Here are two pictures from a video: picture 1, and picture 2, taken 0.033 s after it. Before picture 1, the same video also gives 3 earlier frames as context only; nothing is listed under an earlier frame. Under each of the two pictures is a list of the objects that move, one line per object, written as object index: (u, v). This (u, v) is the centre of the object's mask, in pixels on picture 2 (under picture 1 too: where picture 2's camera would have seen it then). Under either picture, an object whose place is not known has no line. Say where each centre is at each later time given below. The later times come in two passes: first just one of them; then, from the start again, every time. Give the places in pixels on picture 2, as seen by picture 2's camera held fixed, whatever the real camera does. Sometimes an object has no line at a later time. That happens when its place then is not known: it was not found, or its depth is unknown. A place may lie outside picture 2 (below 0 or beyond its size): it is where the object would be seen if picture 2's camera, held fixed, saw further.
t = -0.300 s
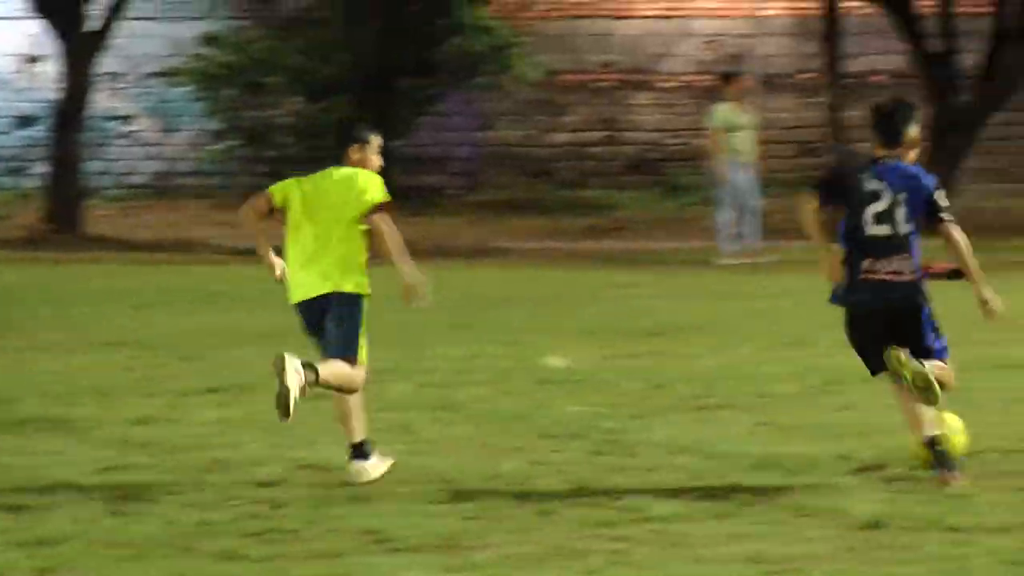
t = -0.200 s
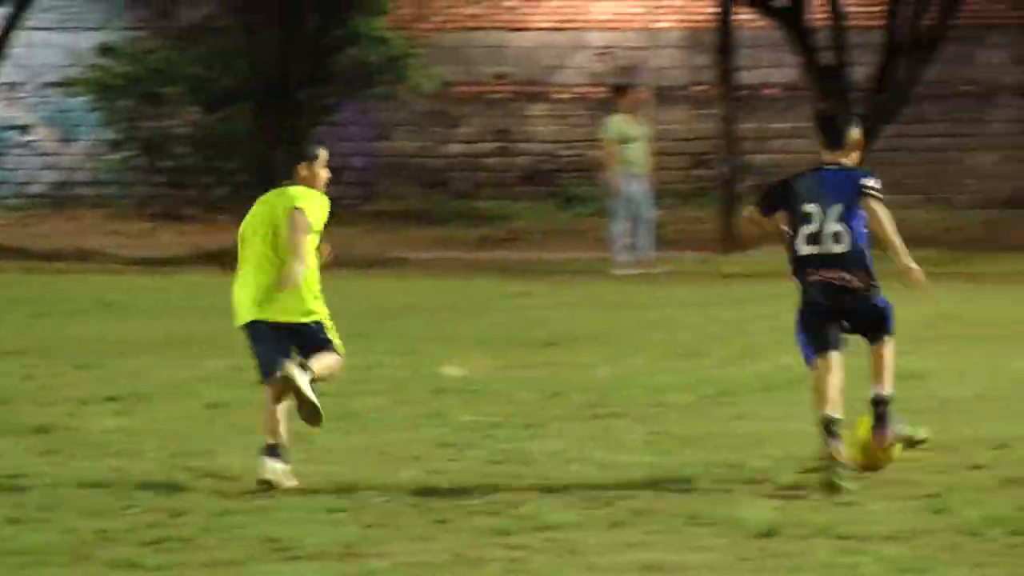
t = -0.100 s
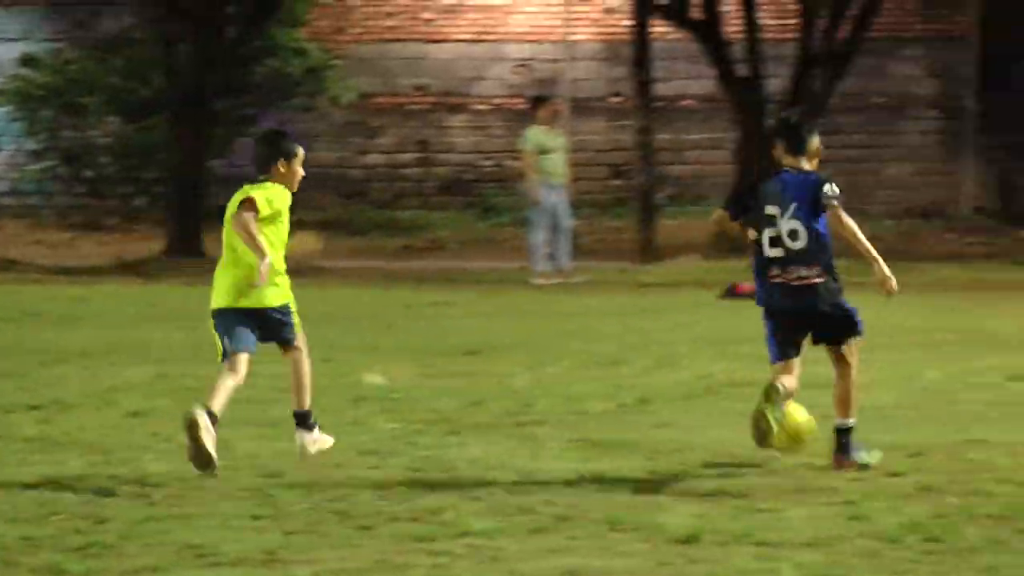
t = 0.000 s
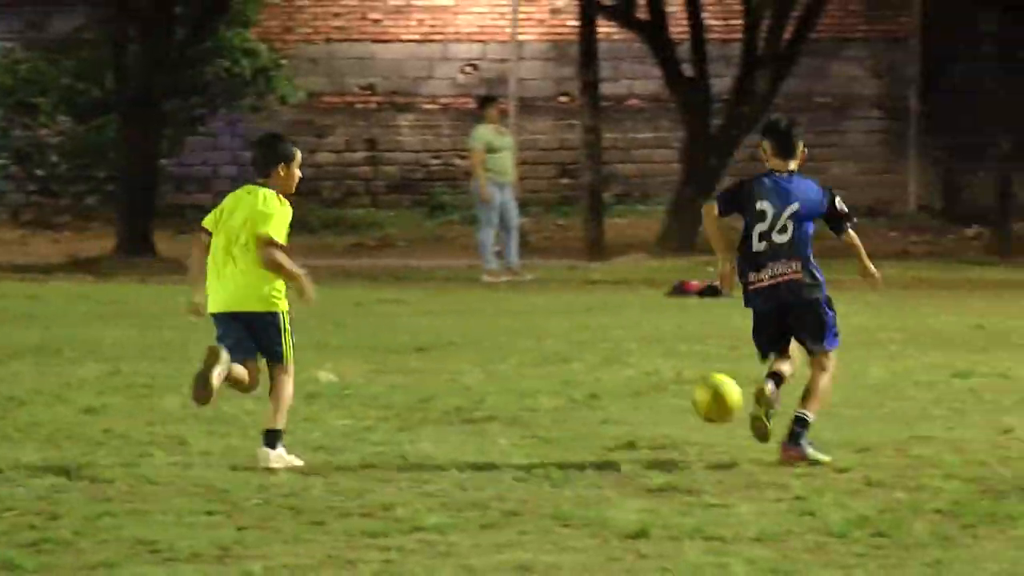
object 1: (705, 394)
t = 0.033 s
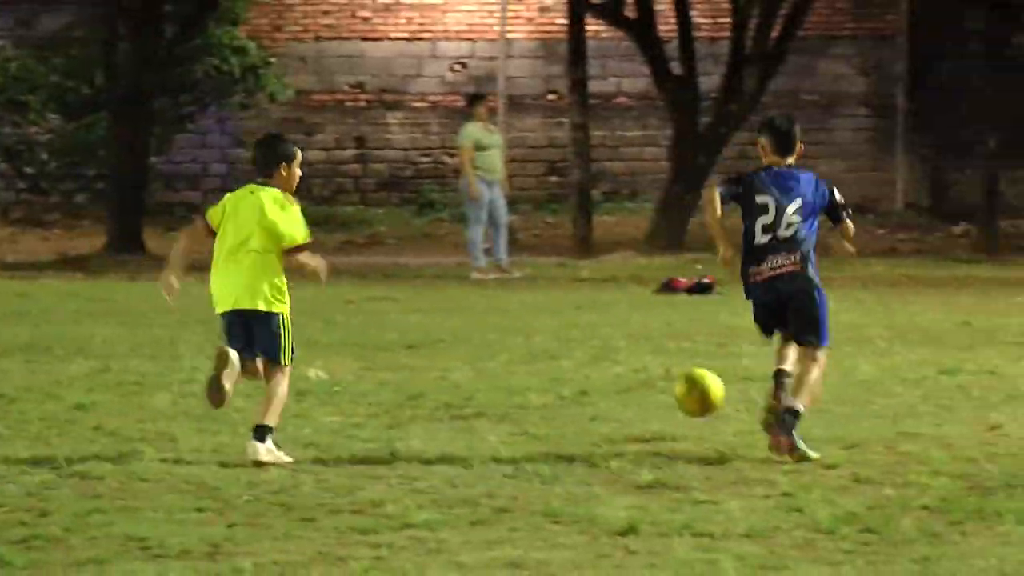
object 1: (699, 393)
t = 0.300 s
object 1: (676, 381)
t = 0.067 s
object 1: (692, 393)
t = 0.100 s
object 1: (688, 397)
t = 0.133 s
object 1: (681, 403)
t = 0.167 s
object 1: (677, 403)
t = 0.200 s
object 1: (677, 393)
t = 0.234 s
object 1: (678, 386)
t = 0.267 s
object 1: (677, 382)
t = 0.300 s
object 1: (676, 381)
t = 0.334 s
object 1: (676, 381)
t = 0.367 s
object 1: (676, 384)
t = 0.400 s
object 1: (675, 386)
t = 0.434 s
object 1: (674, 382)
